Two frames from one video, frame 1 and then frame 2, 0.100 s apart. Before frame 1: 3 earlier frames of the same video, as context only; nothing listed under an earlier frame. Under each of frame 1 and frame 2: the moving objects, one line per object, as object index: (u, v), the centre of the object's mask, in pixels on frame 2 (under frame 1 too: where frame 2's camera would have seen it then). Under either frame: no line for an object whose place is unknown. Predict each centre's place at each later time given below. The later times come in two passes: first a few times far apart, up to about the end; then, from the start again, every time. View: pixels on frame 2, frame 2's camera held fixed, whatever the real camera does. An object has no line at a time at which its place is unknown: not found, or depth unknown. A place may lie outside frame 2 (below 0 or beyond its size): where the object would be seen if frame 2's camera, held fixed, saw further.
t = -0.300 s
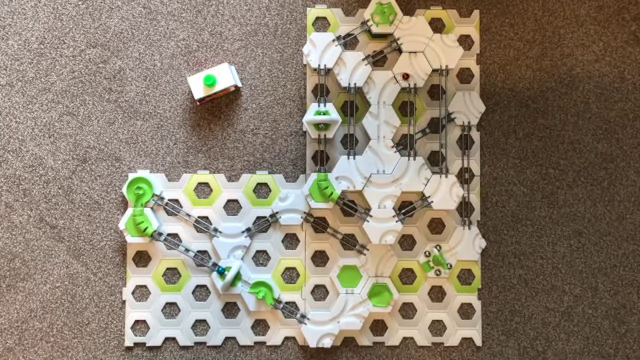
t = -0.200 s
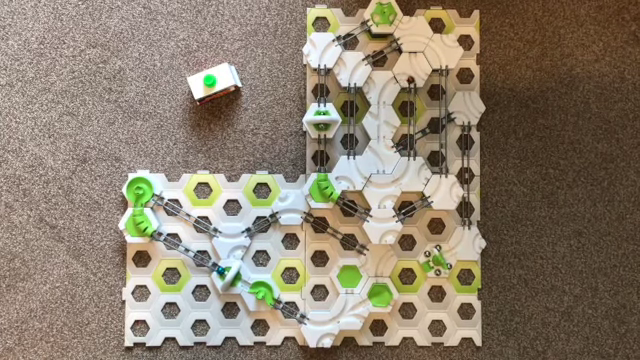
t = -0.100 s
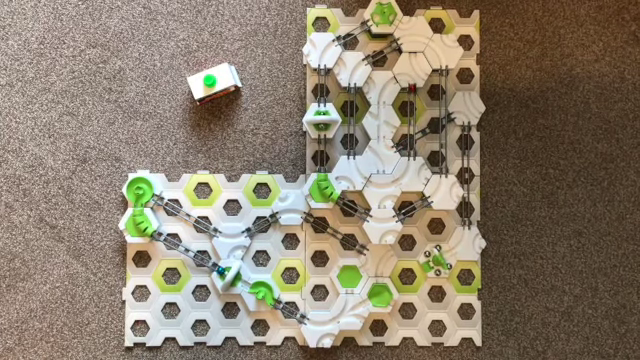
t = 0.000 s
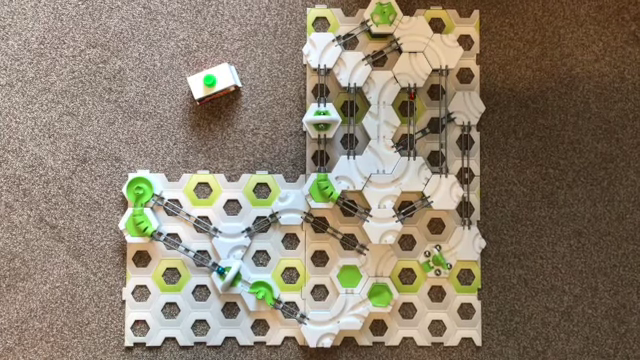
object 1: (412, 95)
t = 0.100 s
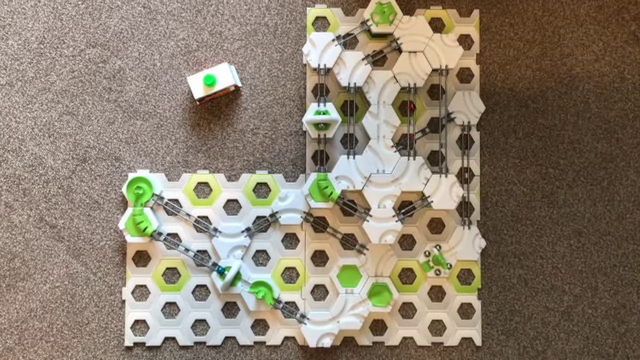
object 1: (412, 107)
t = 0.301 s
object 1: (411, 128)
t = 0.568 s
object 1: (412, 156)
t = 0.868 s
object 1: (389, 185)
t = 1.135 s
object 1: (354, 170)
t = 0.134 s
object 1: (411, 108)
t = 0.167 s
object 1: (411, 112)
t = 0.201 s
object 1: (411, 116)
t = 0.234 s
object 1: (411, 120)
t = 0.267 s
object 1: (411, 125)
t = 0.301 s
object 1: (411, 128)
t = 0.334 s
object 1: (411, 133)
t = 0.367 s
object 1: (411, 137)
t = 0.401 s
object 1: (411, 139)
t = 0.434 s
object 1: (410, 141)
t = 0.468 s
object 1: (411, 146)
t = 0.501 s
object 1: (411, 149)
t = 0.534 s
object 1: (412, 154)
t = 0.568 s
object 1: (412, 156)
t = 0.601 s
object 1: (411, 160)
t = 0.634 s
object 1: (410, 165)
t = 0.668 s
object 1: (408, 170)
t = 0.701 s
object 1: (406, 173)
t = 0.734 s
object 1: (404, 176)
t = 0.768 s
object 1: (401, 179)
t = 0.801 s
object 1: (397, 181)
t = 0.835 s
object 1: (394, 183)
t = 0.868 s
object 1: (389, 185)
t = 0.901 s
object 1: (385, 186)
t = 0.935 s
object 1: (380, 187)
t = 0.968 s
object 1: (376, 186)
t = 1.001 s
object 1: (371, 185)
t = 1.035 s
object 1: (367, 181)
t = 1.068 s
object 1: (362, 179)
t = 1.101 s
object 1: (358, 174)
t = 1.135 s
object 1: (354, 170)
